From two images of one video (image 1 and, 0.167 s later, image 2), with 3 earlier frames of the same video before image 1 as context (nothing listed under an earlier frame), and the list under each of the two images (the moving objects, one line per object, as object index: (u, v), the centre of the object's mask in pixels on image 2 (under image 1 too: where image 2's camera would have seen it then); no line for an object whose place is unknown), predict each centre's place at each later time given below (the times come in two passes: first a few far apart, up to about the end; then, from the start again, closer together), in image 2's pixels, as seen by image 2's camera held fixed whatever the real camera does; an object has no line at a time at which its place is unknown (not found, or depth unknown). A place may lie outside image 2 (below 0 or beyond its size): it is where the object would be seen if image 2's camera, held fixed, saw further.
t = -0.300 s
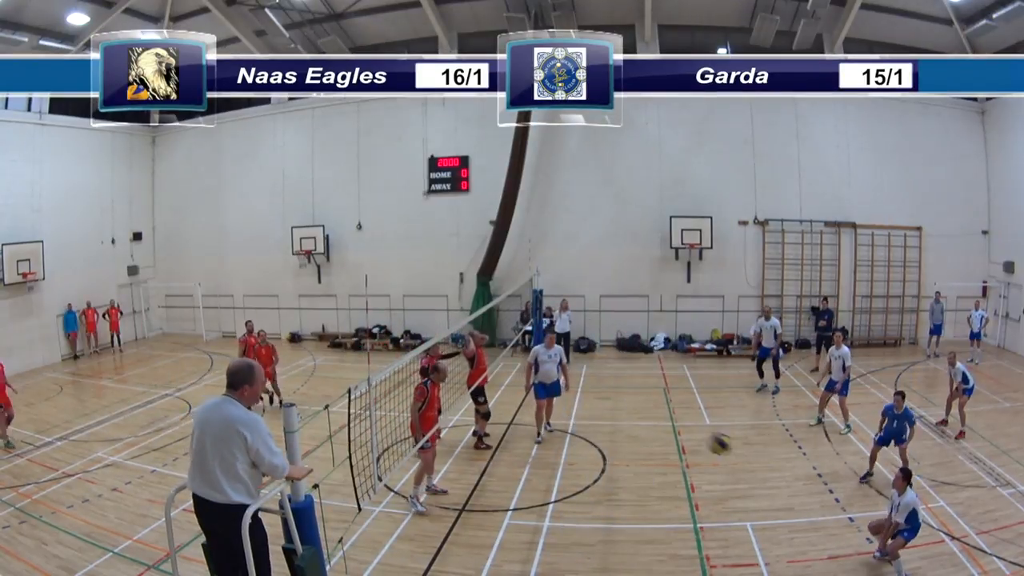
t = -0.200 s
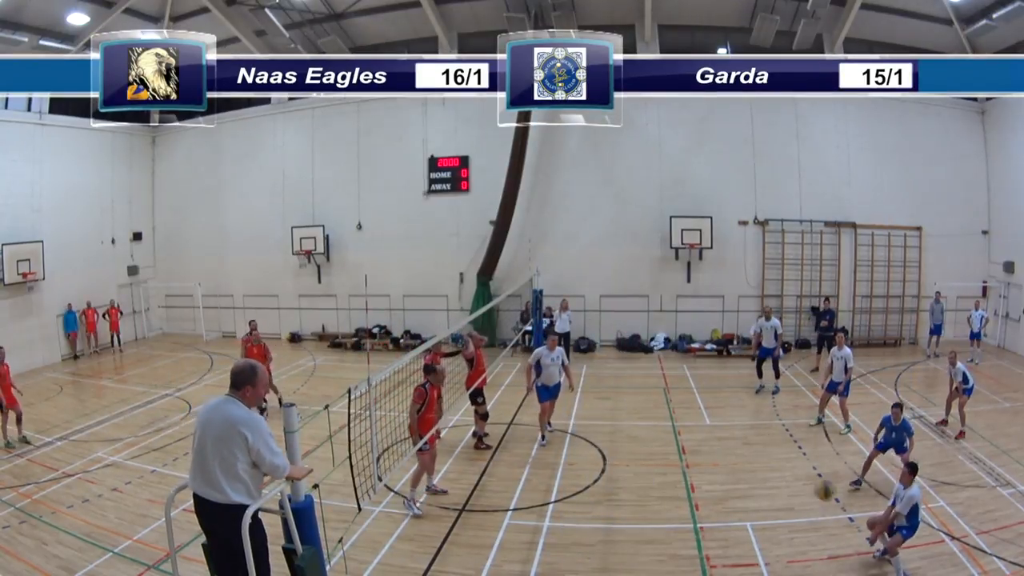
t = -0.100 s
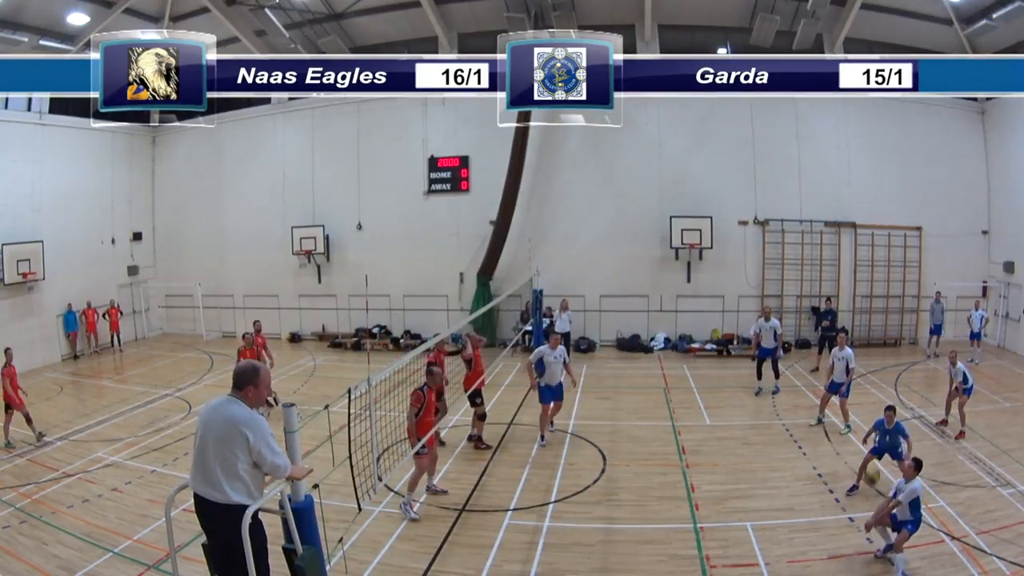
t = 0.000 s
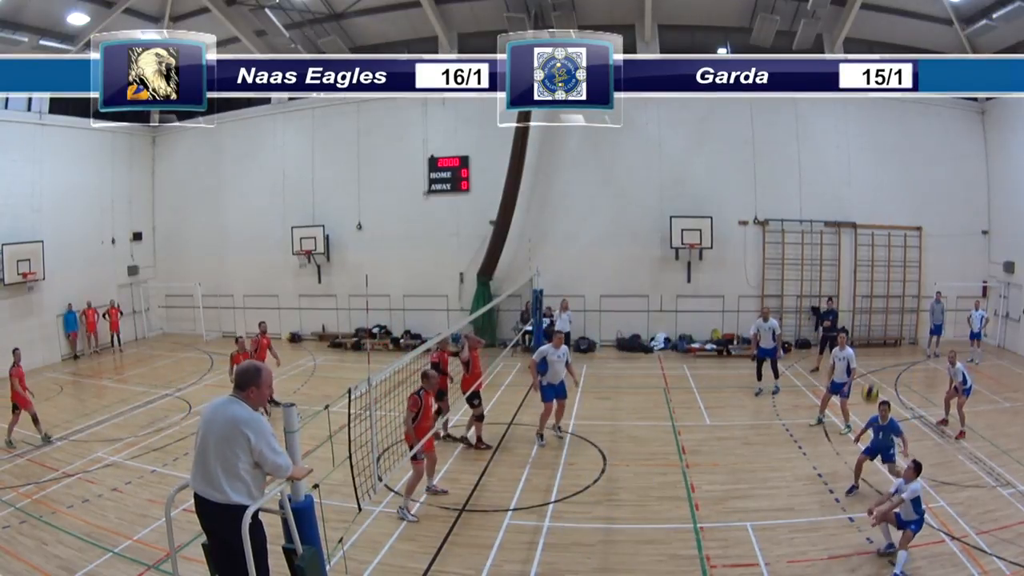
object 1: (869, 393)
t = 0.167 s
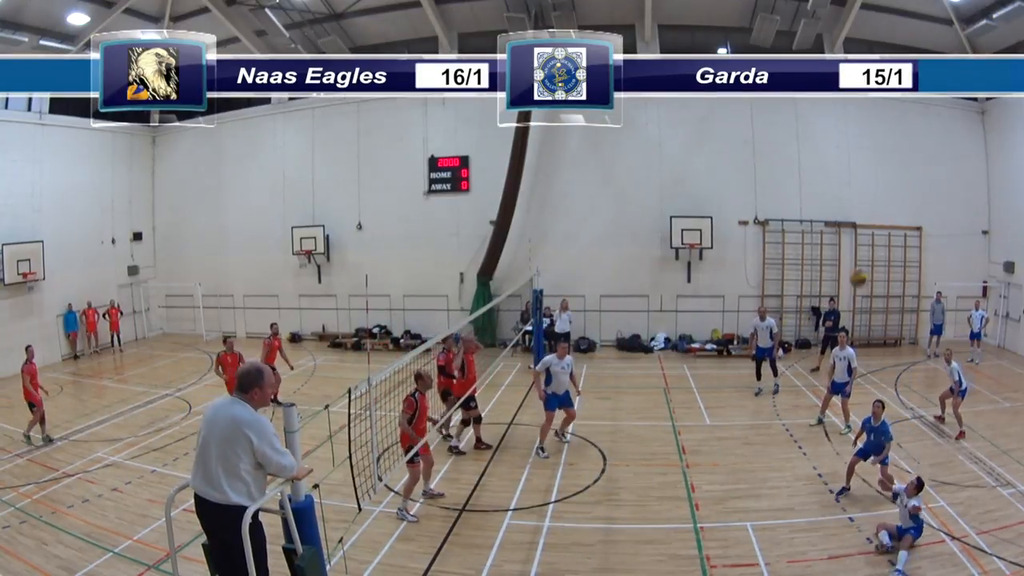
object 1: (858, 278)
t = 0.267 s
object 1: (848, 225)
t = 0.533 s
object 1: (823, 142)
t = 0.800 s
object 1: (804, 126)
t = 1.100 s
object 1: (792, 165)
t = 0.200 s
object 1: (854, 259)
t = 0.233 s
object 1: (851, 241)
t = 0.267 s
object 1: (848, 225)
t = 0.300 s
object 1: (845, 211)
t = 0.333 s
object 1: (840, 197)
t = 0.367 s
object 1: (838, 185)
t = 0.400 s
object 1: (835, 174)
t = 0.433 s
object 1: (831, 165)
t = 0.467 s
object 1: (828, 157)
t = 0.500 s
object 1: (825, 149)
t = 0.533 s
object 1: (823, 142)
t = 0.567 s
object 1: (820, 138)
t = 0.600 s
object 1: (817, 134)
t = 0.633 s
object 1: (814, 130)
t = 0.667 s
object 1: (813, 127)
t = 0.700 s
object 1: (810, 126)
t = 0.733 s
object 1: (809, 125)
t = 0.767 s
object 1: (806, 126)
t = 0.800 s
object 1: (804, 126)
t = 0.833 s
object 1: (803, 127)
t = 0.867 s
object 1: (801, 130)
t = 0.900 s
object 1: (799, 134)
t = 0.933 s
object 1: (798, 137)
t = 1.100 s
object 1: (792, 165)
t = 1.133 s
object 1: (790, 173)
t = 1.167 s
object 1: (789, 181)
